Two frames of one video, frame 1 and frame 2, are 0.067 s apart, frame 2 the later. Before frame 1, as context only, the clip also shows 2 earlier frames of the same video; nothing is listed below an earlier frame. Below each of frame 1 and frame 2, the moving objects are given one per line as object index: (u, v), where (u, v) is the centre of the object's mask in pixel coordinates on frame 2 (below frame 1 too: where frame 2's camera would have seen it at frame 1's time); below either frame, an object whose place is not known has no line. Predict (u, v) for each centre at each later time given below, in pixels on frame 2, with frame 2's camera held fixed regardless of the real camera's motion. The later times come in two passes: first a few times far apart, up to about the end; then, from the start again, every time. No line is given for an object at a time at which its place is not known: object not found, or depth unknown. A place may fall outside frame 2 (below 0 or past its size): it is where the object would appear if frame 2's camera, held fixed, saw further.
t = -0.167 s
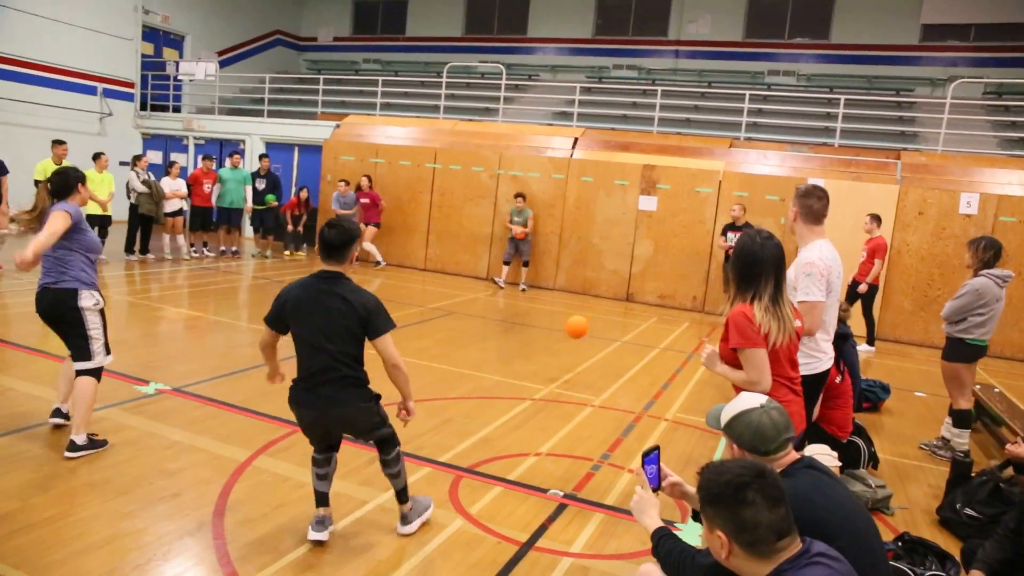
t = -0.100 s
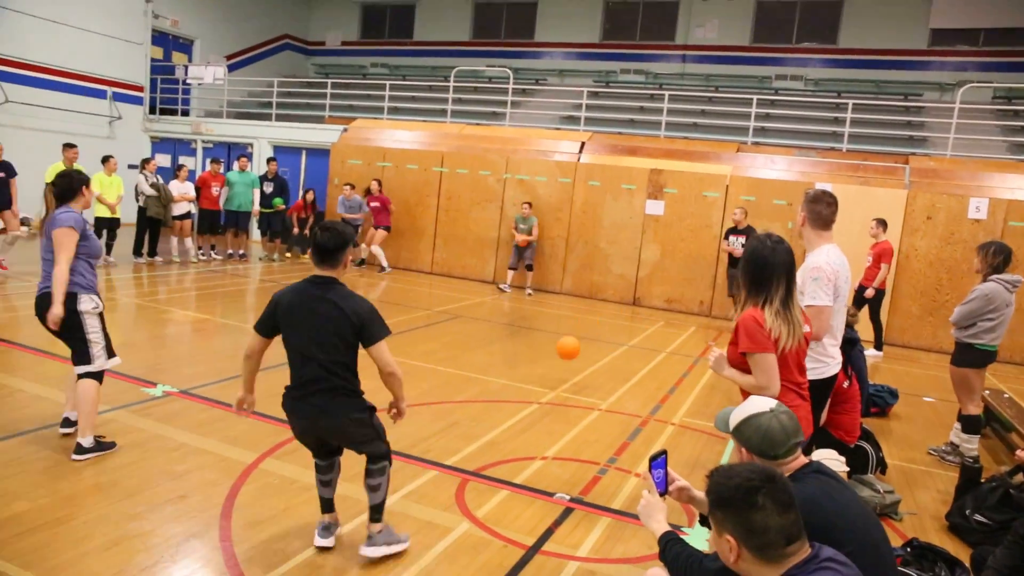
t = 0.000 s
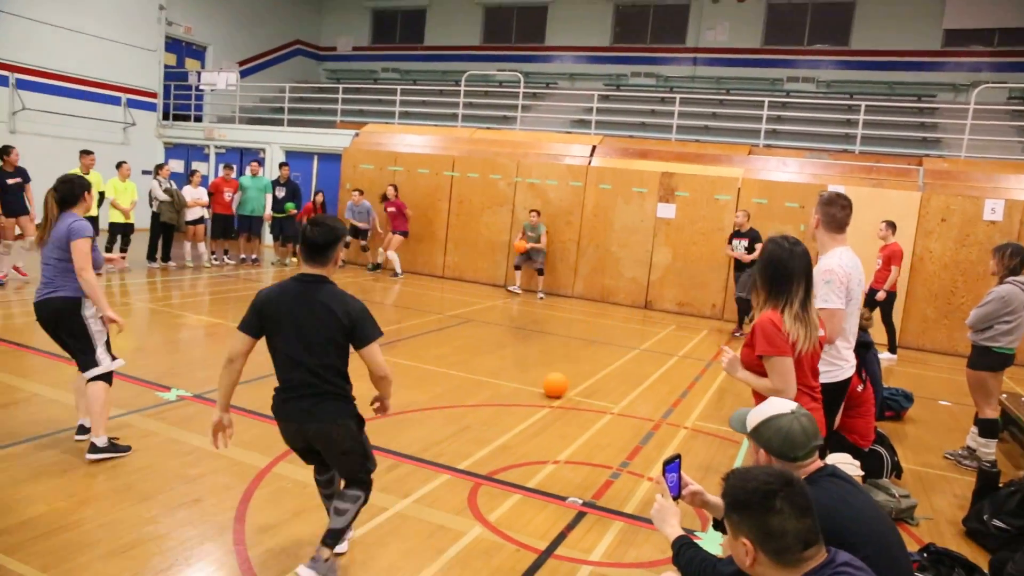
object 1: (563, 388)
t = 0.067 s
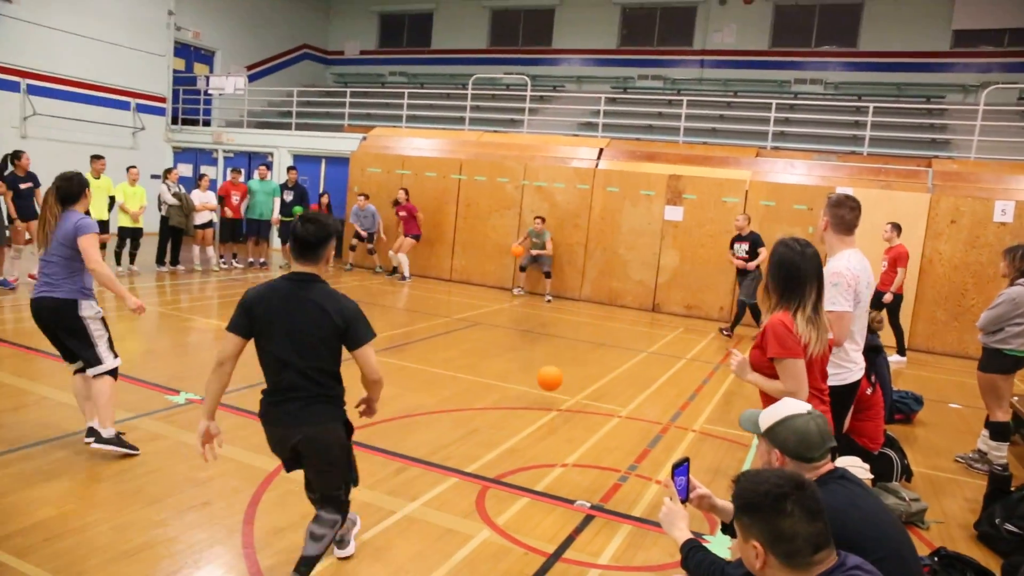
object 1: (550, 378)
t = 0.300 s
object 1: (491, 385)
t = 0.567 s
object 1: (405, 425)
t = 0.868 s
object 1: (283, 468)
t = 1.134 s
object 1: (146, 510)
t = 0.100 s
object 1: (542, 375)
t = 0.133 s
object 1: (535, 373)
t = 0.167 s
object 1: (527, 372)
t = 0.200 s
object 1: (519, 373)
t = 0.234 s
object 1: (509, 376)
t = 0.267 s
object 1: (500, 379)
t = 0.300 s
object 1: (491, 385)
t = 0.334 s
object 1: (481, 392)
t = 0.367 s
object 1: (471, 400)
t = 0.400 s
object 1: (460, 411)
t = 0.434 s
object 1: (449, 424)
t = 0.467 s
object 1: (438, 425)
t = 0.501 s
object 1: (428, 423)
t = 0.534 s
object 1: (417, 423)
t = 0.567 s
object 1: (405, 425)
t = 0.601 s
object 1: (393, 429)
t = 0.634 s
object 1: (381, 435)
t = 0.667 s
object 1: (367, 443)
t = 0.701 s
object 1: (353, 453)
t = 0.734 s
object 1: (340, 455)
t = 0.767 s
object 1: (327, 455)
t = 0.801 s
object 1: (312, 458)
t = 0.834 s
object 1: (298, 462)
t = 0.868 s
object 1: (283, 468)
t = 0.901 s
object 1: (267, 477)
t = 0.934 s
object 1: (251, 483)
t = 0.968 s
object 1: (235, 485)
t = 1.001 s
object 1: (218, 489)
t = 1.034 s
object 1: (201, 495)
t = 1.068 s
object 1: (183, 503)
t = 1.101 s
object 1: (165, 506)
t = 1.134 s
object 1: (146, 510)
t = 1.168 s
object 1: (127, 516)
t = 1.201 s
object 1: (107, 526)
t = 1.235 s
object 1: (85, 531)
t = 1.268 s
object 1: (63, 536)
